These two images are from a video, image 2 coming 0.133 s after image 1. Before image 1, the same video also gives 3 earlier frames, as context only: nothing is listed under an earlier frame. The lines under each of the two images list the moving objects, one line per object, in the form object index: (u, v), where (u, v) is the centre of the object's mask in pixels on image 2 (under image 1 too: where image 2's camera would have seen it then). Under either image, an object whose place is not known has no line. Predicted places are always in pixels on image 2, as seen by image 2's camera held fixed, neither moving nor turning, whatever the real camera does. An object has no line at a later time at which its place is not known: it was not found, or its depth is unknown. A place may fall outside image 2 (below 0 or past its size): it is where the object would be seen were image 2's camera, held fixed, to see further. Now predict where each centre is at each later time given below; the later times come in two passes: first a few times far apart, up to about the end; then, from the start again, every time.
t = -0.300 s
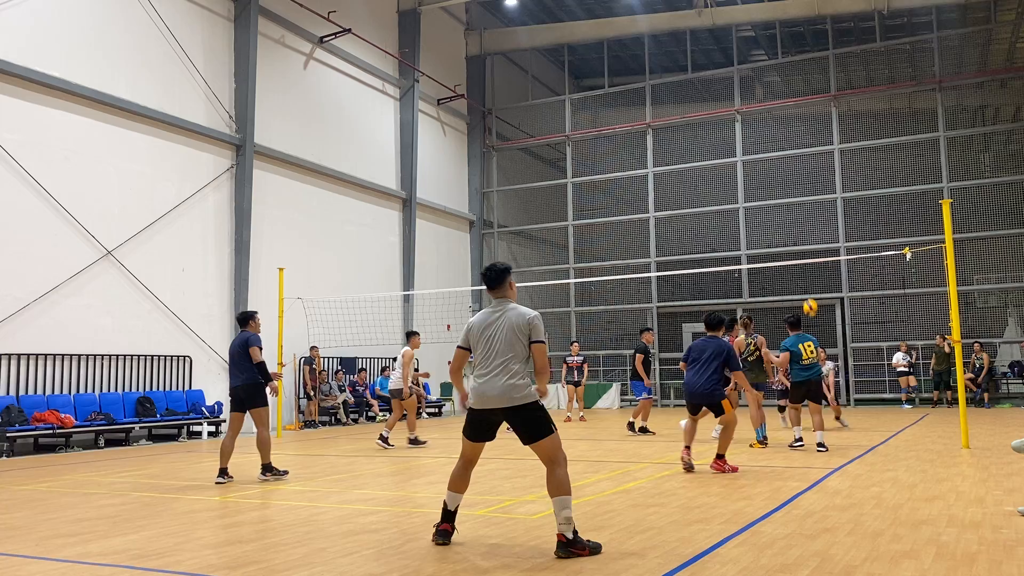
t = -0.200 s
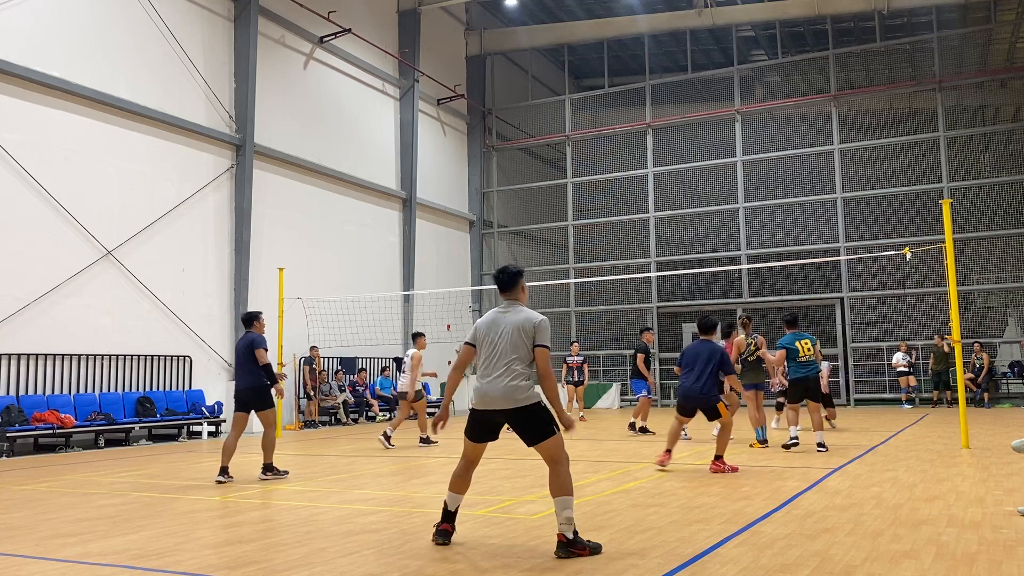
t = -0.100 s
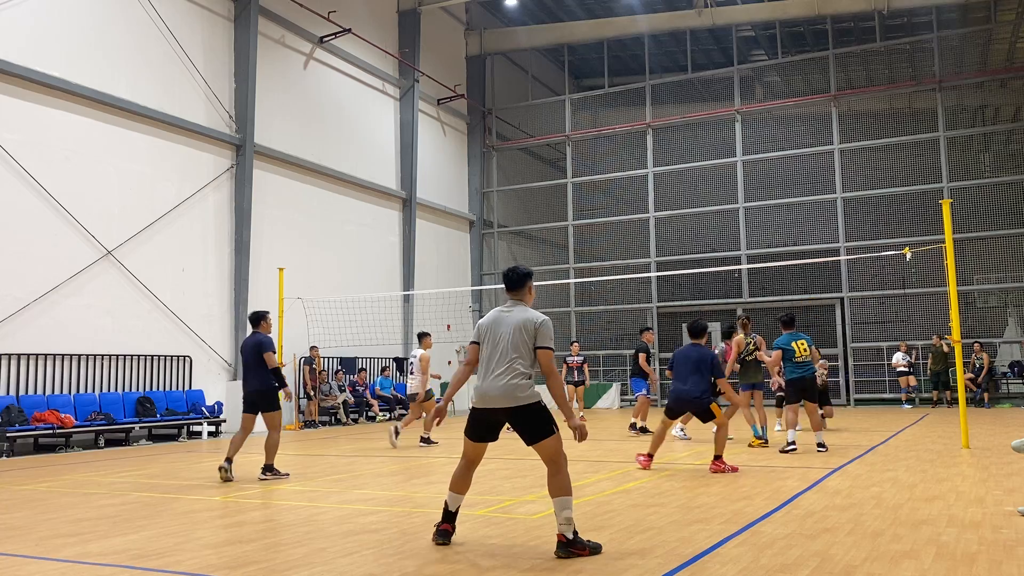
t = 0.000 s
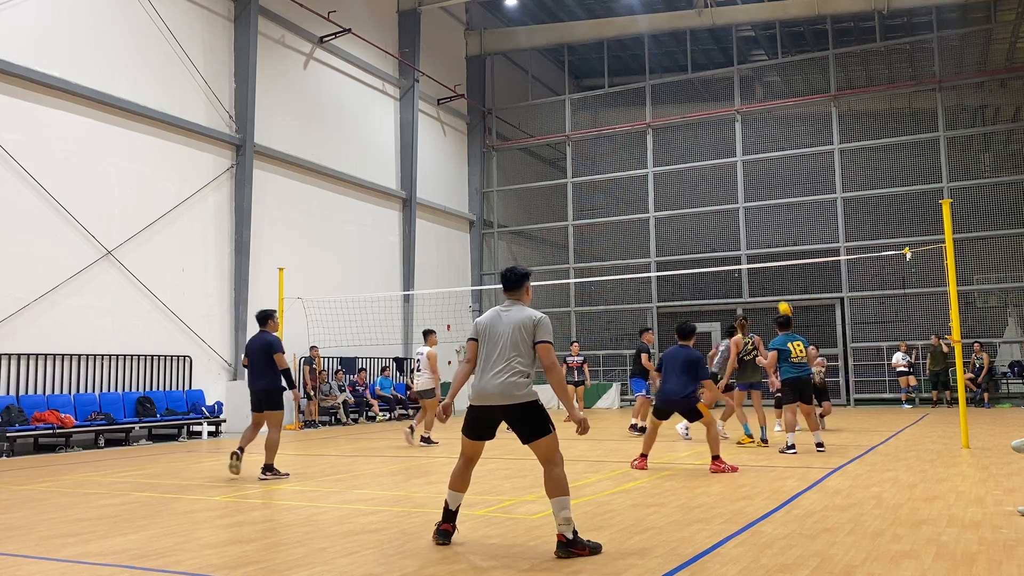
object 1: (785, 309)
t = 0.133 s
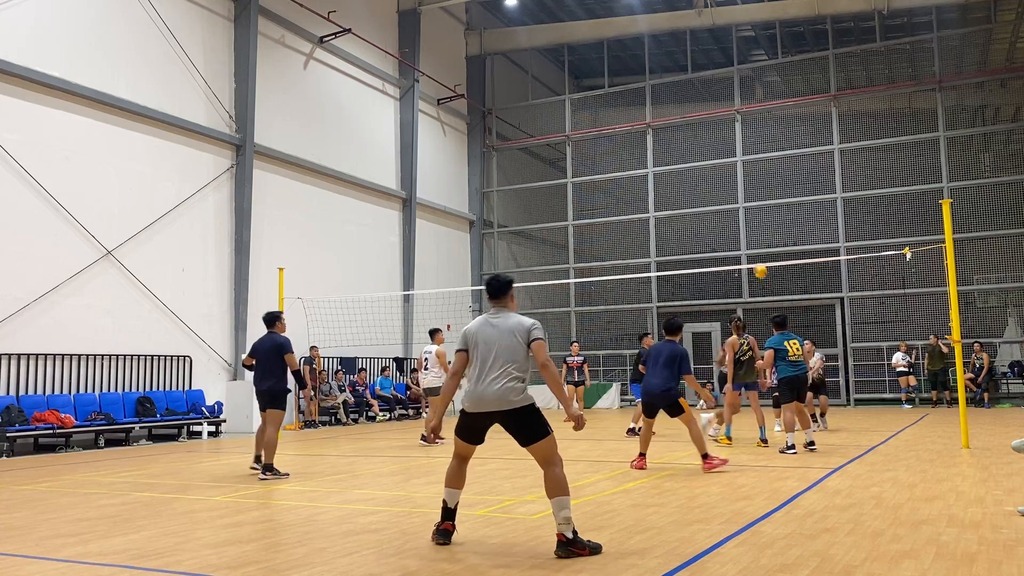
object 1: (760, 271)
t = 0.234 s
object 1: (742, 249)
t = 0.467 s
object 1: (704, 225)
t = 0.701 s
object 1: (669, 232)
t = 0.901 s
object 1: (640, 264)
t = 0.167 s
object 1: (754, 263)
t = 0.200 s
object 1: (749, 257)
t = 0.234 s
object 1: (742, 249)
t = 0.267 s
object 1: (736, 244)
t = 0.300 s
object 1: (731, 240)
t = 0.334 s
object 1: (726, 236)
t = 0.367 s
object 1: (720, 232)
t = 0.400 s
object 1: (714, 229)
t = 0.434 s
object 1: (709, 227)
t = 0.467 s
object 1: (704, 225)
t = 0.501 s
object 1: (698, 224)
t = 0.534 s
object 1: (693, 224)
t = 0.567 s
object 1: (688, 225)
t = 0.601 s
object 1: (684, 226)
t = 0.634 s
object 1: (678, 228)
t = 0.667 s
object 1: (674, 230)
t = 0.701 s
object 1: (669, 232)
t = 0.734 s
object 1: (664, 236)
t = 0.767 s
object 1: (659, 241)
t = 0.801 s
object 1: (654, 245)
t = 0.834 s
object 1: (649, 251)
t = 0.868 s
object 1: (645, 256)
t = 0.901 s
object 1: (640, 264)
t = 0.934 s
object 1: (636, 269)
